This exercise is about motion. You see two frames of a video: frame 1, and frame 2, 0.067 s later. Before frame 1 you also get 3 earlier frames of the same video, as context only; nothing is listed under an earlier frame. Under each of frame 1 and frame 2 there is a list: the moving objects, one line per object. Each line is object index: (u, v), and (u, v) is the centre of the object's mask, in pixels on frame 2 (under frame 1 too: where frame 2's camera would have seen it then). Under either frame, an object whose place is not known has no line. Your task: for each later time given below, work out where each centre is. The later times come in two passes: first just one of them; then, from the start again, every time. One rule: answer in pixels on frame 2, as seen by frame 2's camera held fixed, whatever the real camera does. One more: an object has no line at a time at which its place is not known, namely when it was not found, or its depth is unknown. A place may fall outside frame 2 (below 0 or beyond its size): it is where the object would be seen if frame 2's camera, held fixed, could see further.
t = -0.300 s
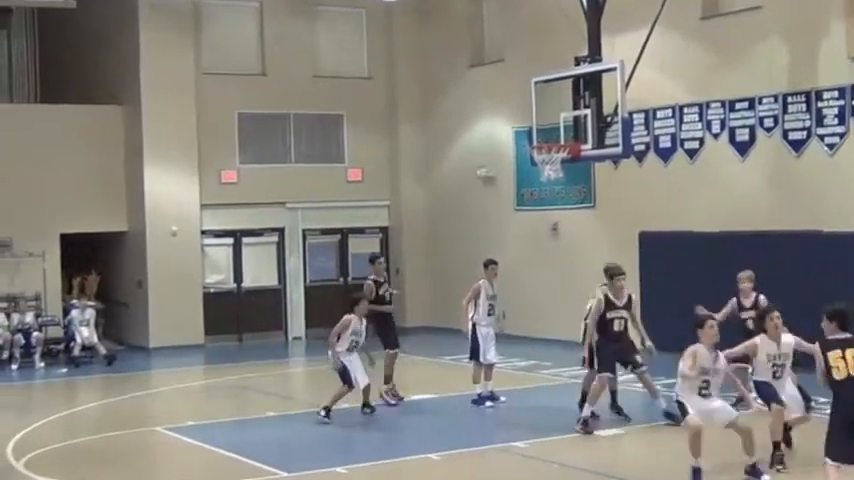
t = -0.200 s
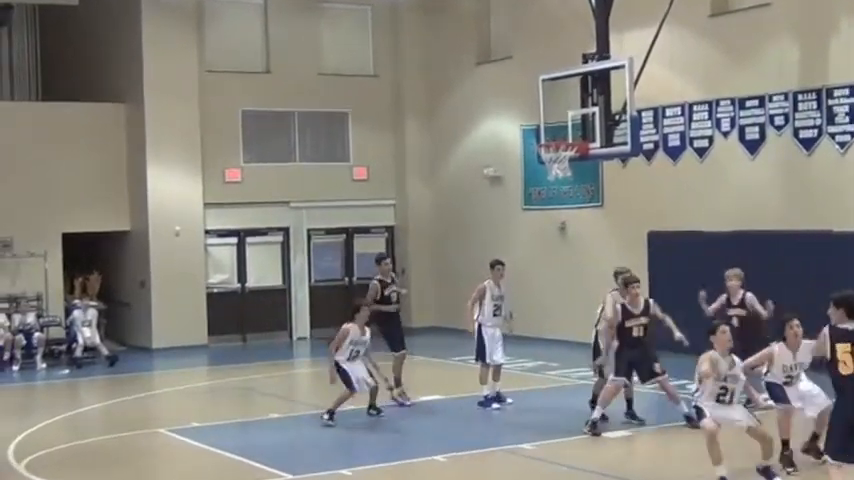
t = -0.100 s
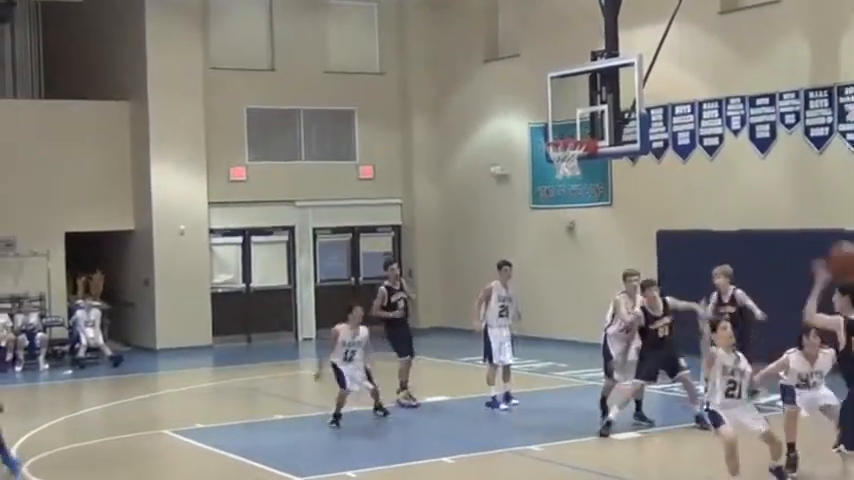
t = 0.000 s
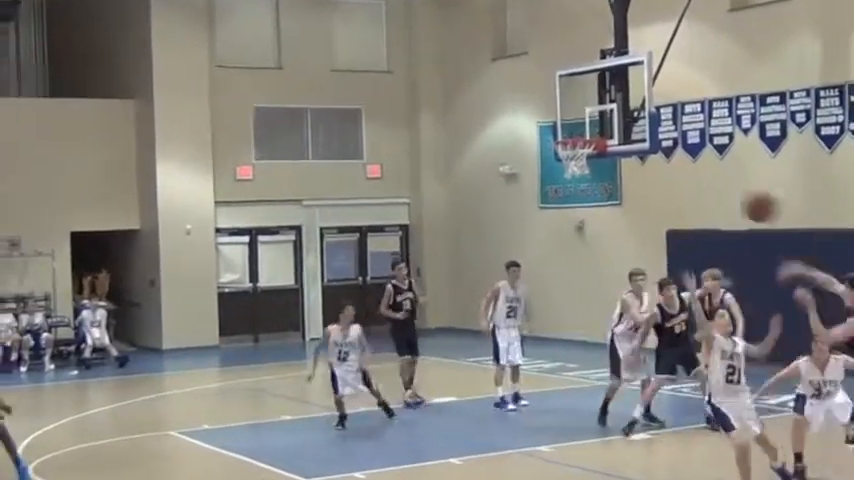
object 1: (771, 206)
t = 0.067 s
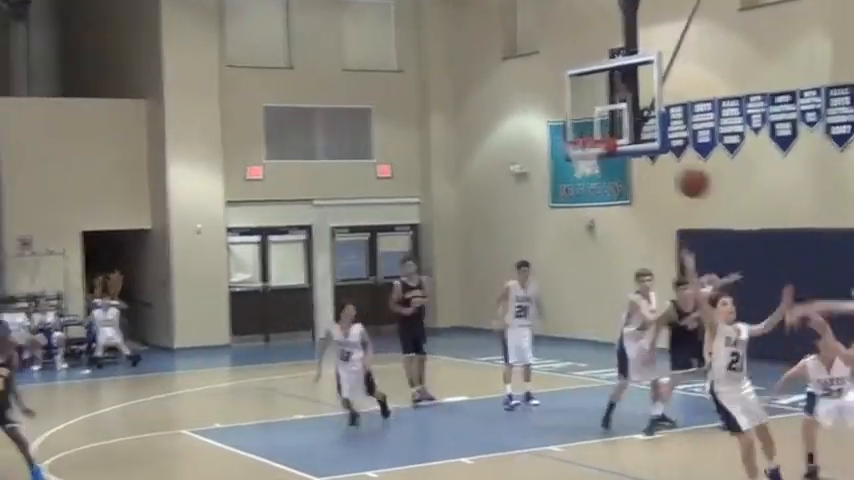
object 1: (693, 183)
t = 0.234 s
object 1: (514, 148)
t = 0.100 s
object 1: (656, 173)
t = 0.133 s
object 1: (622, 165)
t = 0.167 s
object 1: (582, 156)
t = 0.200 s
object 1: (548, 153)
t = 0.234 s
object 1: (514, 148)
